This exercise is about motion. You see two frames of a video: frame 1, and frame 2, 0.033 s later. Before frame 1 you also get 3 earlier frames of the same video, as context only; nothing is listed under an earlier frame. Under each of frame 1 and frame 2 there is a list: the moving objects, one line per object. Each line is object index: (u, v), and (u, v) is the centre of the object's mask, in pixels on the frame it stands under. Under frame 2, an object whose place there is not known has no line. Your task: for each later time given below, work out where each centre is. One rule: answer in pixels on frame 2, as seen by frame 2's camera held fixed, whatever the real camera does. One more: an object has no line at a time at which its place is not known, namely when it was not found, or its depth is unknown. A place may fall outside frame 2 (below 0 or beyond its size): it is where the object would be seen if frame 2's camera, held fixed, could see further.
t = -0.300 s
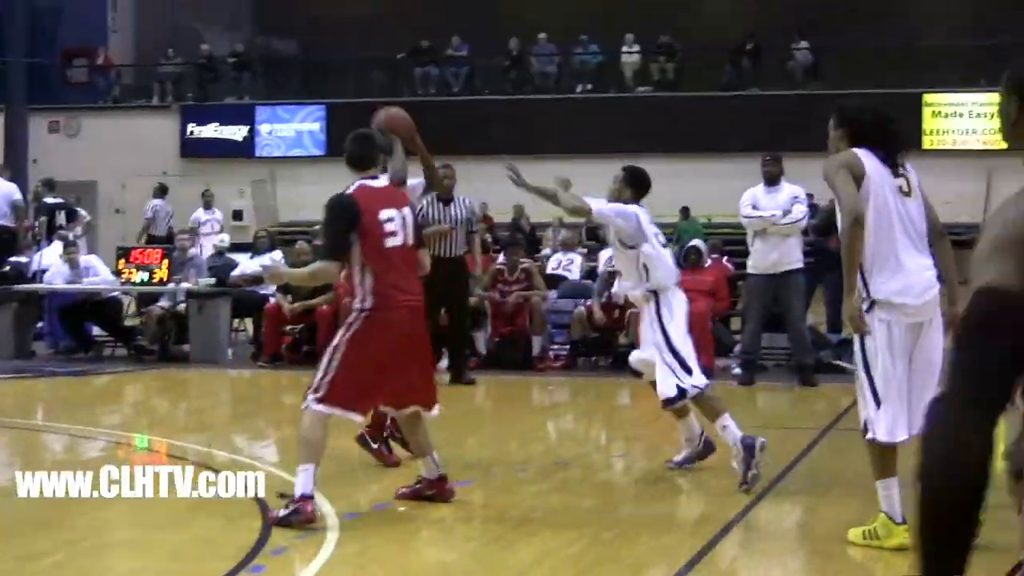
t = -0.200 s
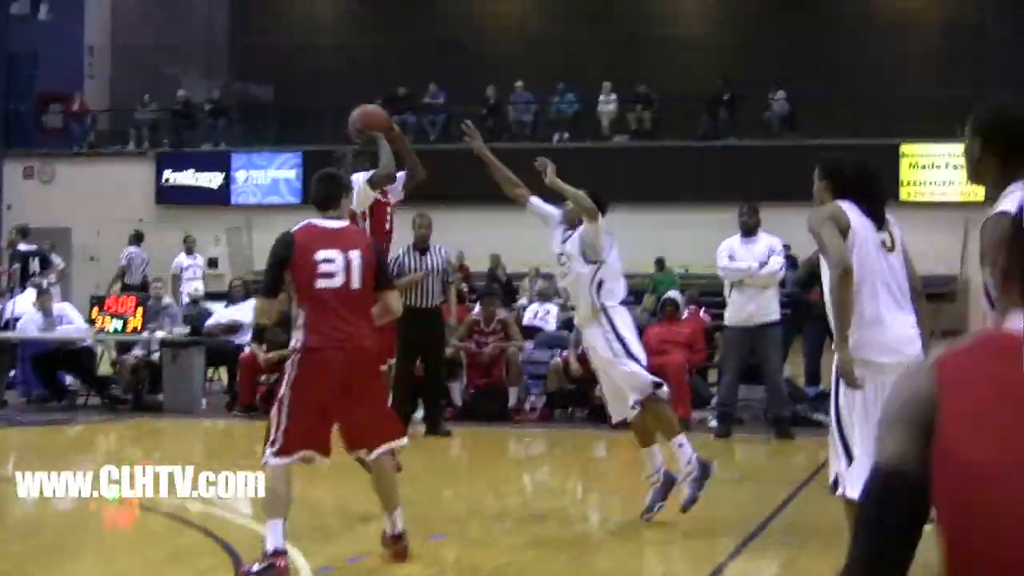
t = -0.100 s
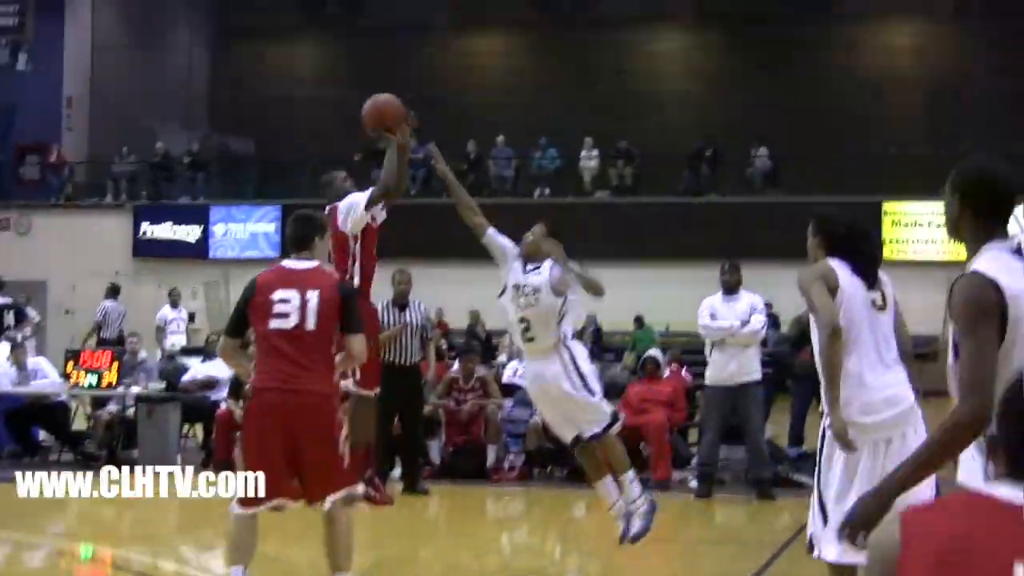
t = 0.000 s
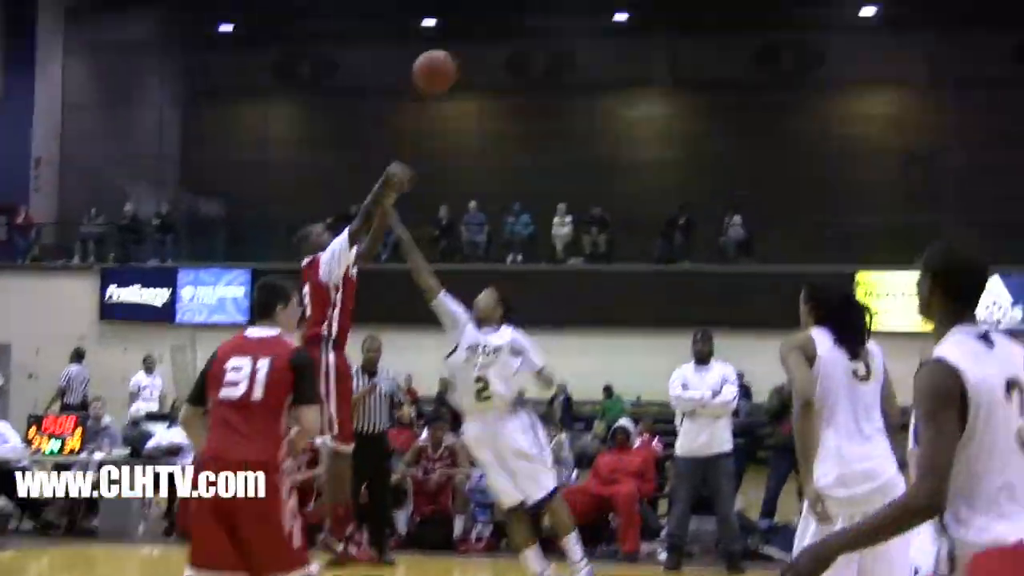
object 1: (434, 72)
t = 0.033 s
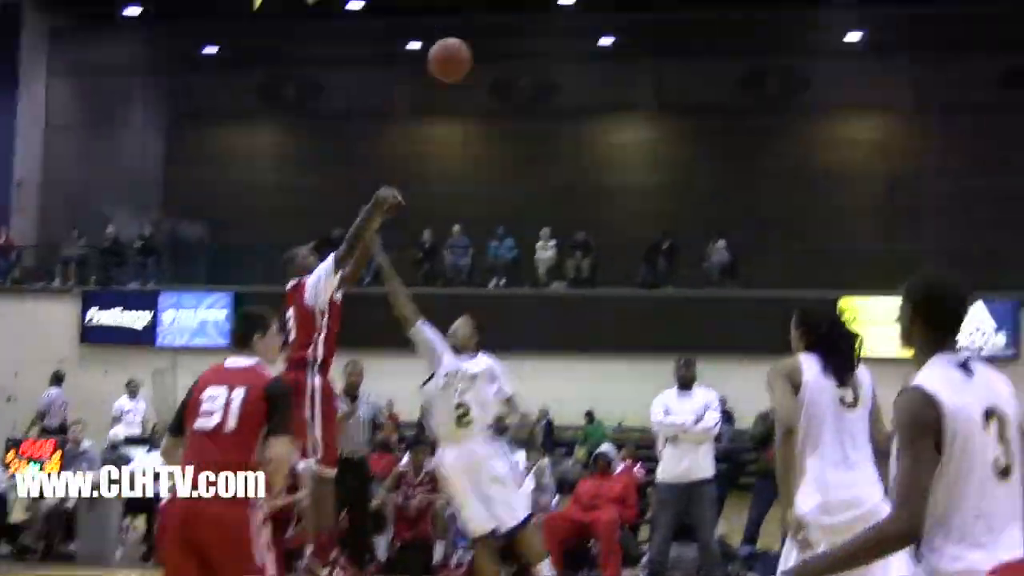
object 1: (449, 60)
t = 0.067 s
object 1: (483, 24)
